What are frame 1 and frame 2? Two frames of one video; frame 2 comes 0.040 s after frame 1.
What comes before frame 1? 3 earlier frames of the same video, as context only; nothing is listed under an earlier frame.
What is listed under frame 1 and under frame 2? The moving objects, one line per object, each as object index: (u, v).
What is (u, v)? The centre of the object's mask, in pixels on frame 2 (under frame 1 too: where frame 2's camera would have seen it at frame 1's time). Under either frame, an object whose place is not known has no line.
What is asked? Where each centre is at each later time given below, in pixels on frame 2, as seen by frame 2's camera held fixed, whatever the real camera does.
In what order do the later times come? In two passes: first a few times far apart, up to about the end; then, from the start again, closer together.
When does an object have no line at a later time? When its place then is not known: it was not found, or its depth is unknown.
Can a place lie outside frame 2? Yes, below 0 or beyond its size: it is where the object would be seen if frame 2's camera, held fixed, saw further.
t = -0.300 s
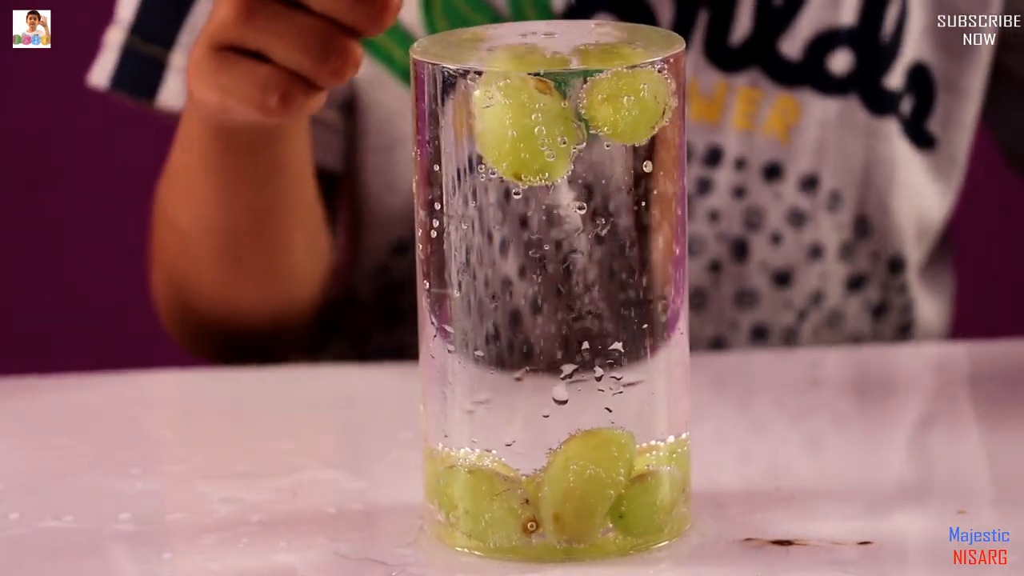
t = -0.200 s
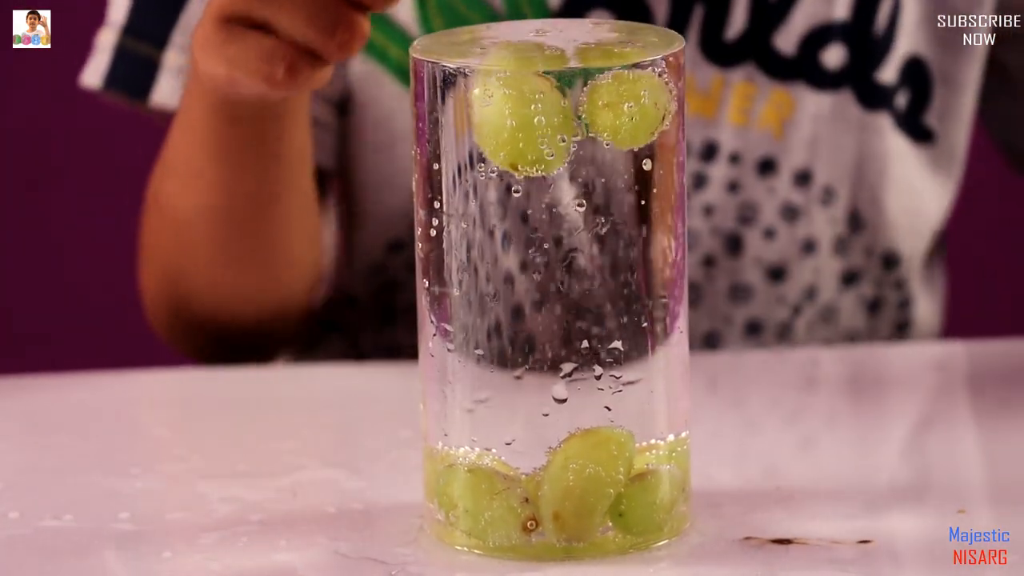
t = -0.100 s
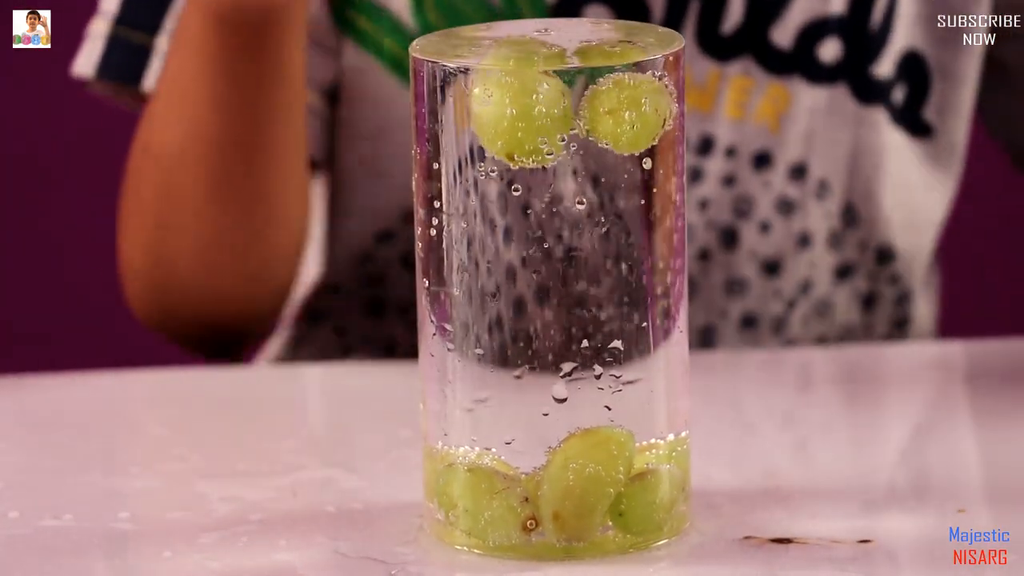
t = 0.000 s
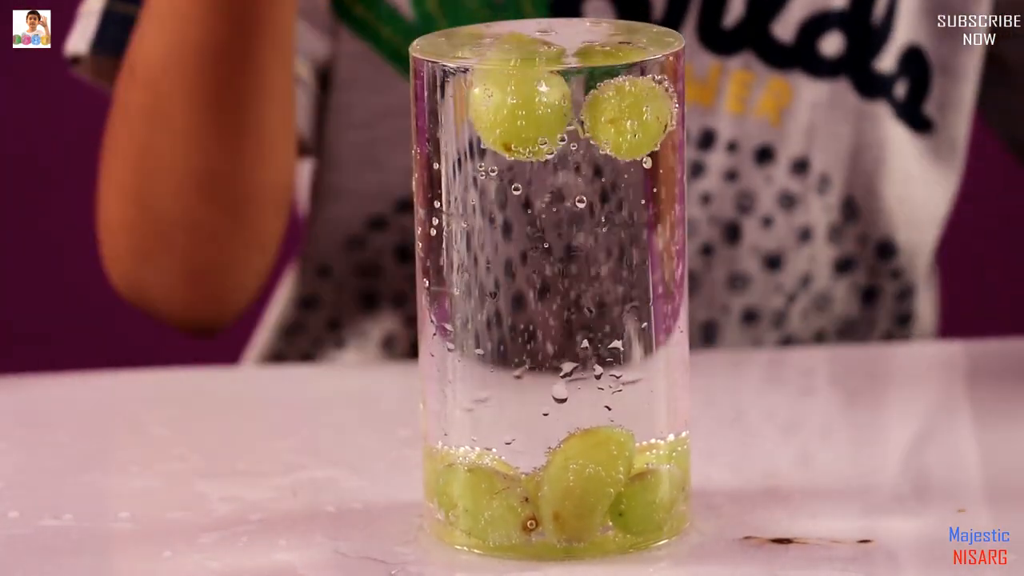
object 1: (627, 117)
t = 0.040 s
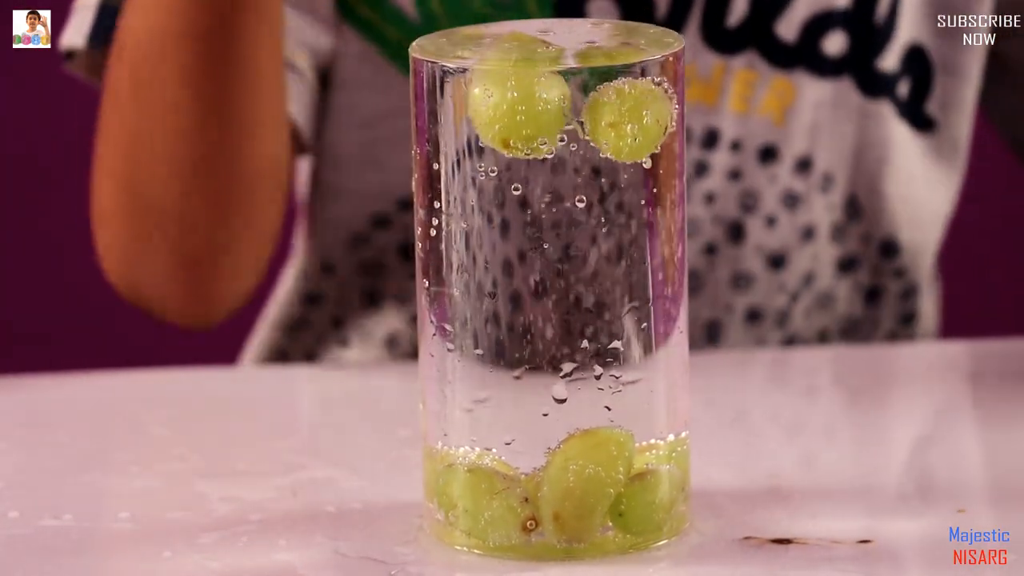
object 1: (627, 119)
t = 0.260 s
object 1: (629, 128)
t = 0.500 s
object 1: (632, 136)
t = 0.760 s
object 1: (637, 141)
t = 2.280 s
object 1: (650, 187)
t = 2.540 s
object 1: (650, 181)
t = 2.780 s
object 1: (649, 172)
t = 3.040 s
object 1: (645, 158)
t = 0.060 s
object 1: (627, 120)
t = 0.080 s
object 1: (627, 120)
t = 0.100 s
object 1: (627, 121)
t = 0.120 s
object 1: (627, 122)
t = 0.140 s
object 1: (628, 123)
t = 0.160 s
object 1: (628, 124)
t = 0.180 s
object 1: (629, 125)
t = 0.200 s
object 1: (629, 126)
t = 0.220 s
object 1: (629, 126)
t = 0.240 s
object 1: (629, 127)
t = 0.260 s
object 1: (629, 128)
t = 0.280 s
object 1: (630, 128)
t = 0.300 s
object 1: (630, 129)
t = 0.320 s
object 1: (630, 130)
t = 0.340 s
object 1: (630, 130)
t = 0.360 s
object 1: (631, 131)
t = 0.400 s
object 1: (631, 133)
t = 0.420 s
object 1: (632, 134)
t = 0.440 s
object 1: (632, 134)
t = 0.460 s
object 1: (632, 135)
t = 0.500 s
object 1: (632, 136)
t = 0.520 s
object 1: (633, 137)
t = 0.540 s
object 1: (633, 137)
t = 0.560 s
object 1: (633, 138)
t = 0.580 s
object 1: (633, 138)
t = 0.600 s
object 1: (634, 139)
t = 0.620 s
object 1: (634, 139)
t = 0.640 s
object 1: (634, 139)
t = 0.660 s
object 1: (635, 140)
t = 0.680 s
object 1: (635, 140)
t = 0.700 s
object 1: (636, 140)
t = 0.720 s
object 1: (636, 141)
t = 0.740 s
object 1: (636, 141)
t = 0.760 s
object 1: (637, 141)
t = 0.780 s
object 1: (637, 141)
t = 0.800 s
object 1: (638, 142)
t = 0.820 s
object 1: (638, 142)
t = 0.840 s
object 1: (638, 143)
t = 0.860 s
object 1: (640, 143)
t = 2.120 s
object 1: (650, 188)
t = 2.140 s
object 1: (650, 188)
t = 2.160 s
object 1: (650, 188)
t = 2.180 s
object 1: (650, 188)
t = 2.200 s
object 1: (650, 188)
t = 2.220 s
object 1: (650, 188)
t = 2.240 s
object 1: (650, 187)
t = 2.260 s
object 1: (650, 187)
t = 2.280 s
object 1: (650, 187)
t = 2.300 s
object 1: (651, 187)
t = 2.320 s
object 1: (651, 186)
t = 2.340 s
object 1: (651, 186)
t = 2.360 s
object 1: (651, 186)
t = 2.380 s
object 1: (651, 185)
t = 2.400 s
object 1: (650, 185)
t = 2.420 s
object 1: (651, 185)
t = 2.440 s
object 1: (651, 184)
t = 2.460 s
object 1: (650, 183)
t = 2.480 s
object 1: (651, 183)
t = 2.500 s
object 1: (650, 182)
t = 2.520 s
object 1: (650, 182)
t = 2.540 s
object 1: (650, 181)
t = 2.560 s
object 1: (650, 180)
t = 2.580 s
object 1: (651, 179)
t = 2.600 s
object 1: (650, 179)
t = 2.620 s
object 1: (650, 178)
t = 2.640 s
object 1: (650, 177)
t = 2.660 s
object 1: (650, 177)
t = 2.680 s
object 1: (650, 176)
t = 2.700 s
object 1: (650, 175)
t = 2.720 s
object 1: (650, 174)
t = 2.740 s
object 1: (650, 173)
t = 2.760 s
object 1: (649, 174)
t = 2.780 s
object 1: (649, 172)
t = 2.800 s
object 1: (649, 170)
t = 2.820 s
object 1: (648, 171)
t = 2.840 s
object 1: (648, 169)
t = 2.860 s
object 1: (647, 169)
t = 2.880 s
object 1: (647, 168)
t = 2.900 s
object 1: (646, 167)
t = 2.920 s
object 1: (646, 166)
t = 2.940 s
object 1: (647, 164)
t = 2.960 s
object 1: (646, 163)
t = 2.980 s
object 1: (646, 162)
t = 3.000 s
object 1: (646, 161)
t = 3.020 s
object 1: (646, 160)
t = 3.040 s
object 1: (645, 158)
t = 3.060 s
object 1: (645, 157)
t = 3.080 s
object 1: (645, 156)
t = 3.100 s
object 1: (644, 154)
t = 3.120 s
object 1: (644, 153)
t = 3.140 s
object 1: (644, 152)
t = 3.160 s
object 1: (644, 151)
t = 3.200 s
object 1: (643, 148)
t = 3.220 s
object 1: (642, 146)
